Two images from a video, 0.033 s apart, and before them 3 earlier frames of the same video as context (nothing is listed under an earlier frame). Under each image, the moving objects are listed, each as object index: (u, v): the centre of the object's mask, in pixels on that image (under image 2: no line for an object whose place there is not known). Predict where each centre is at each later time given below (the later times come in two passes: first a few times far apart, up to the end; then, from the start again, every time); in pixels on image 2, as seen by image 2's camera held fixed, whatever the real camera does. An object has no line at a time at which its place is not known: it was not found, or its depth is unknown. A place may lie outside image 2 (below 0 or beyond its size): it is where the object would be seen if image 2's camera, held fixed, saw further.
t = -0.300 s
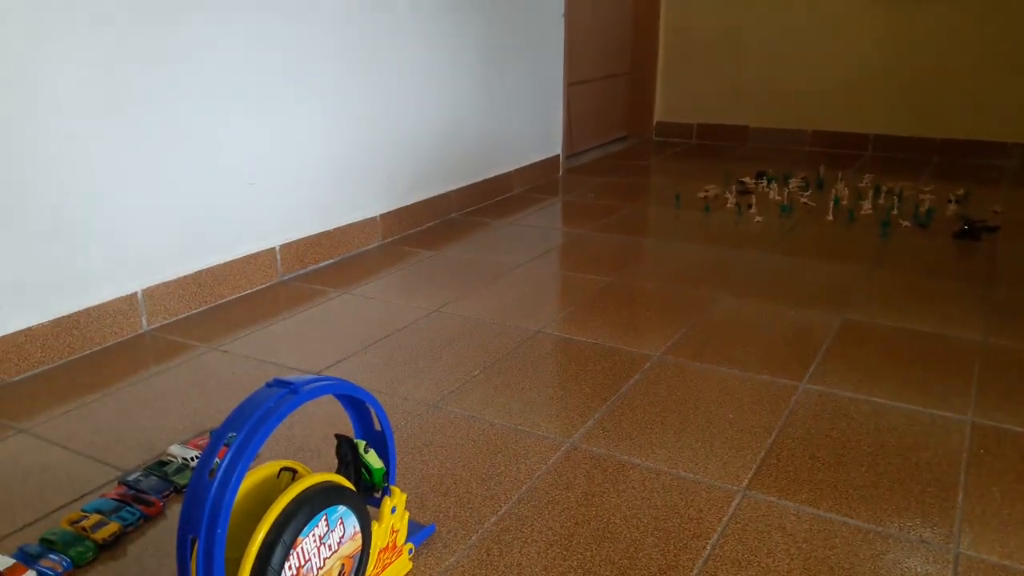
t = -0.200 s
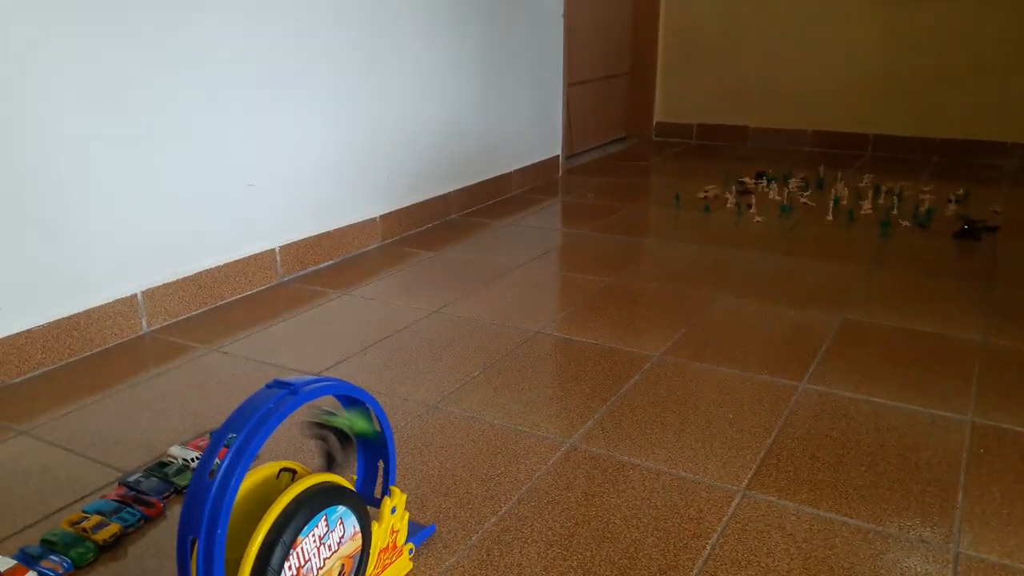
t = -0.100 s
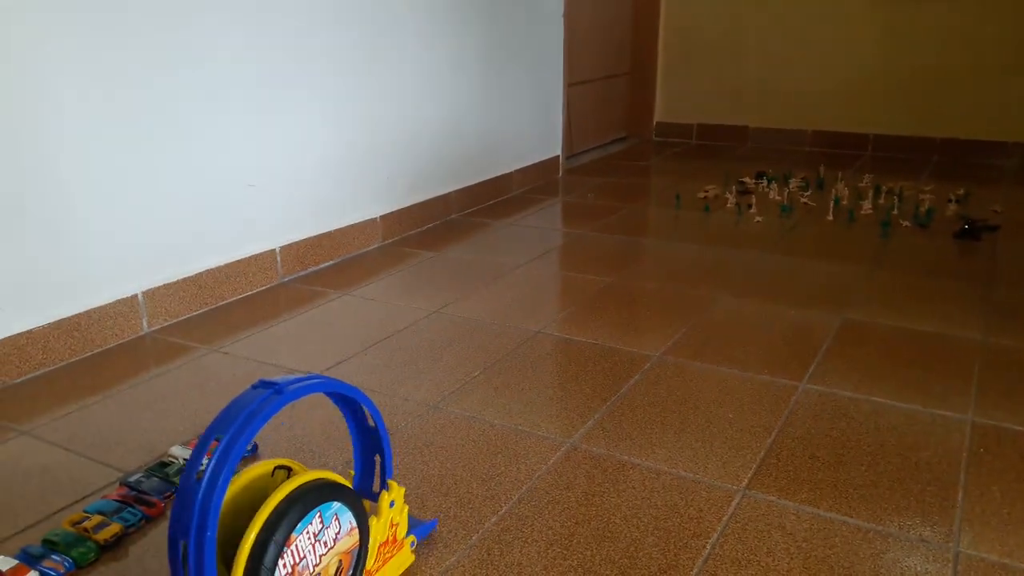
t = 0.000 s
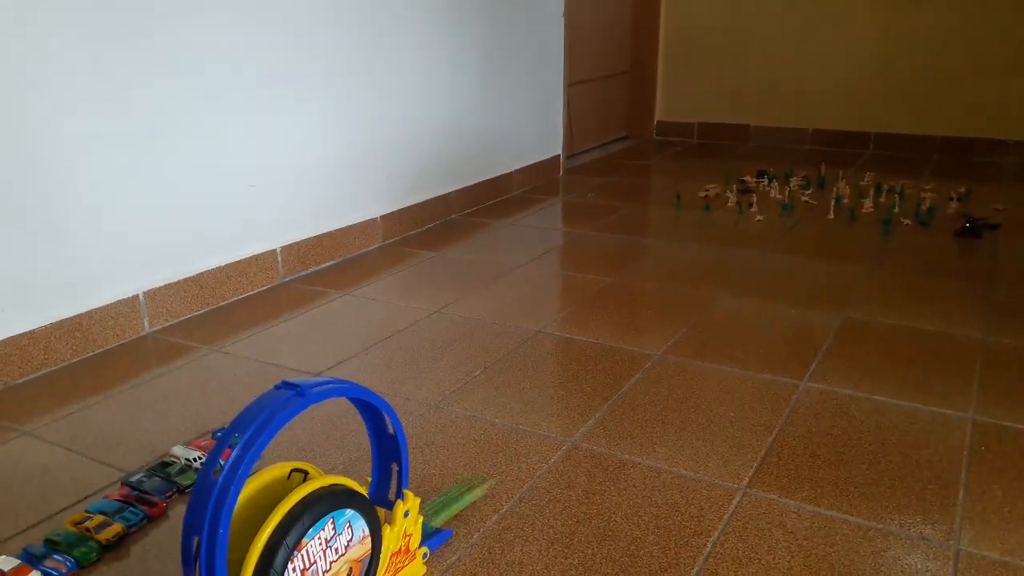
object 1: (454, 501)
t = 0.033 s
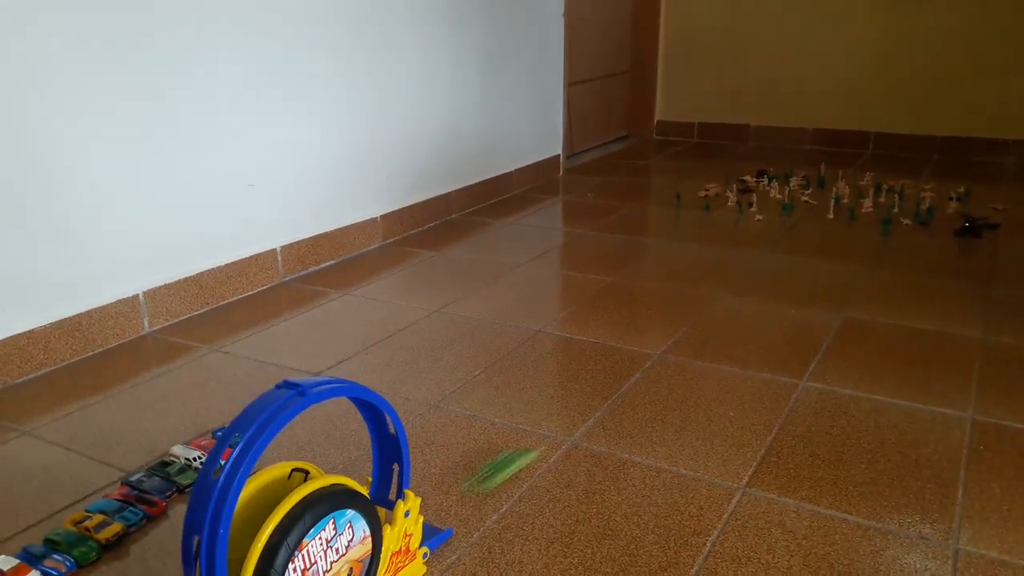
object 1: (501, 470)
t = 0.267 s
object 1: (739, 307)
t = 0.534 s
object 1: (870, 233)
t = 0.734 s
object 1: (919, 210)
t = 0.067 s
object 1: (550, 432)
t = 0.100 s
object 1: (590, 403)
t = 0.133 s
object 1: (626, 379)
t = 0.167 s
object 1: (660, 355)
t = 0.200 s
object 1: (688, 338)
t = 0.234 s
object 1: (713, 321)
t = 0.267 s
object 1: (739, 307)
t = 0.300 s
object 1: (760, 294)
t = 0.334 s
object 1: (779, 283)
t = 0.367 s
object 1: (798, 273)
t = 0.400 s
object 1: (814, 263)
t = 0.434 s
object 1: (831, 253)
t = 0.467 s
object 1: (845, 245)
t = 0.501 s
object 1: (858, 239)
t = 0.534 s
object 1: (870, 233)
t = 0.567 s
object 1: (880, 226)
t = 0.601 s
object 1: (891, 221)
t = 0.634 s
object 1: (900, 218)
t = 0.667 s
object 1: (903, 215)
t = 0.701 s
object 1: (916, 212)
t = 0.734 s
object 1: (919, 210)
